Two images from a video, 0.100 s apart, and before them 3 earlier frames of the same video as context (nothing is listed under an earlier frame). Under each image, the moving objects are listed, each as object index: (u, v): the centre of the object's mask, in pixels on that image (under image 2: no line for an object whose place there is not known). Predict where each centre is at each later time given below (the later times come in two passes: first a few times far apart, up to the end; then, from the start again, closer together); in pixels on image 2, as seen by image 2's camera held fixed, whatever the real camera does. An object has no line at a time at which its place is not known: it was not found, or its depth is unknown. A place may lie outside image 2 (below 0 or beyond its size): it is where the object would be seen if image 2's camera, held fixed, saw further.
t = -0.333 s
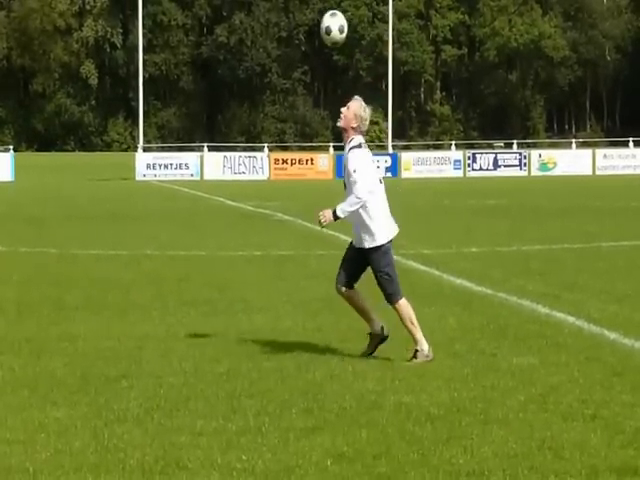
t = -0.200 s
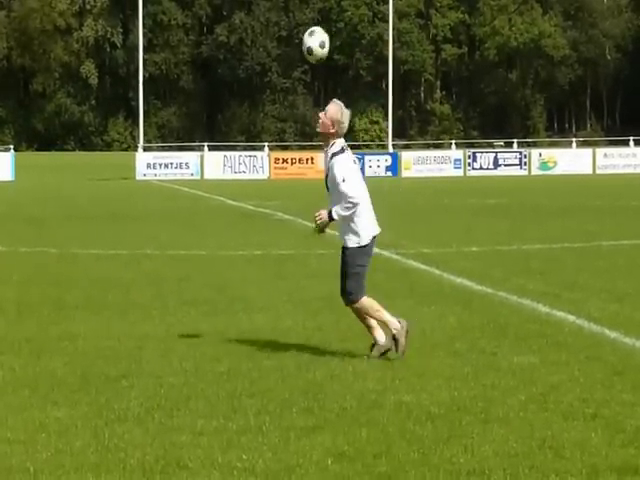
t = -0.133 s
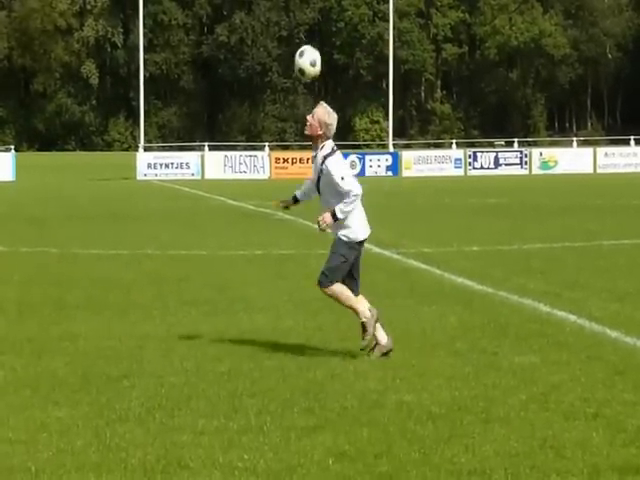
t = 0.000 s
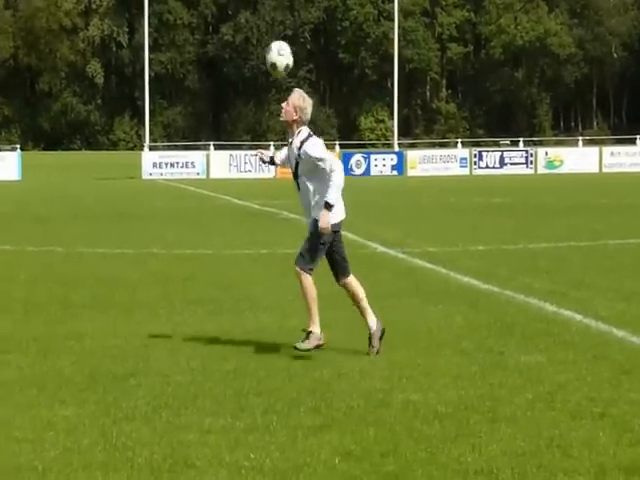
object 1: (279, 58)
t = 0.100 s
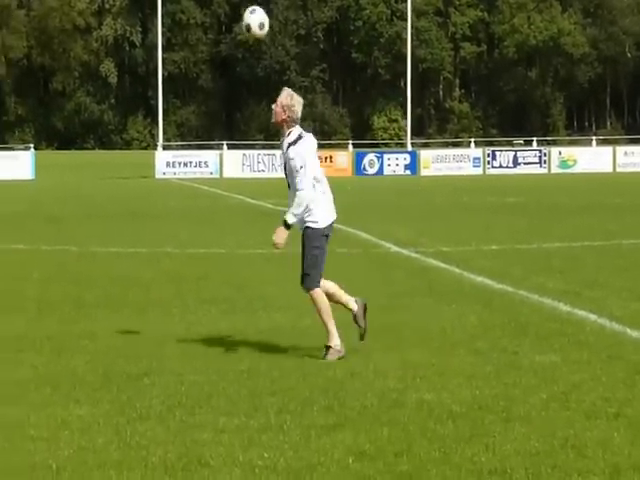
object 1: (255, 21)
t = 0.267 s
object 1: (194, 8)
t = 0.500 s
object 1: (115, 41)
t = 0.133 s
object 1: (242, 14)
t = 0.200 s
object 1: (218, 10)
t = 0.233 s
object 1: (206, 7)
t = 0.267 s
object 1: (194, 8)
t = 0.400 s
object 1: (149, 15)
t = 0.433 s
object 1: (138, 20)
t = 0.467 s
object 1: (126, 31)
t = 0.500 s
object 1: (115, 41)
